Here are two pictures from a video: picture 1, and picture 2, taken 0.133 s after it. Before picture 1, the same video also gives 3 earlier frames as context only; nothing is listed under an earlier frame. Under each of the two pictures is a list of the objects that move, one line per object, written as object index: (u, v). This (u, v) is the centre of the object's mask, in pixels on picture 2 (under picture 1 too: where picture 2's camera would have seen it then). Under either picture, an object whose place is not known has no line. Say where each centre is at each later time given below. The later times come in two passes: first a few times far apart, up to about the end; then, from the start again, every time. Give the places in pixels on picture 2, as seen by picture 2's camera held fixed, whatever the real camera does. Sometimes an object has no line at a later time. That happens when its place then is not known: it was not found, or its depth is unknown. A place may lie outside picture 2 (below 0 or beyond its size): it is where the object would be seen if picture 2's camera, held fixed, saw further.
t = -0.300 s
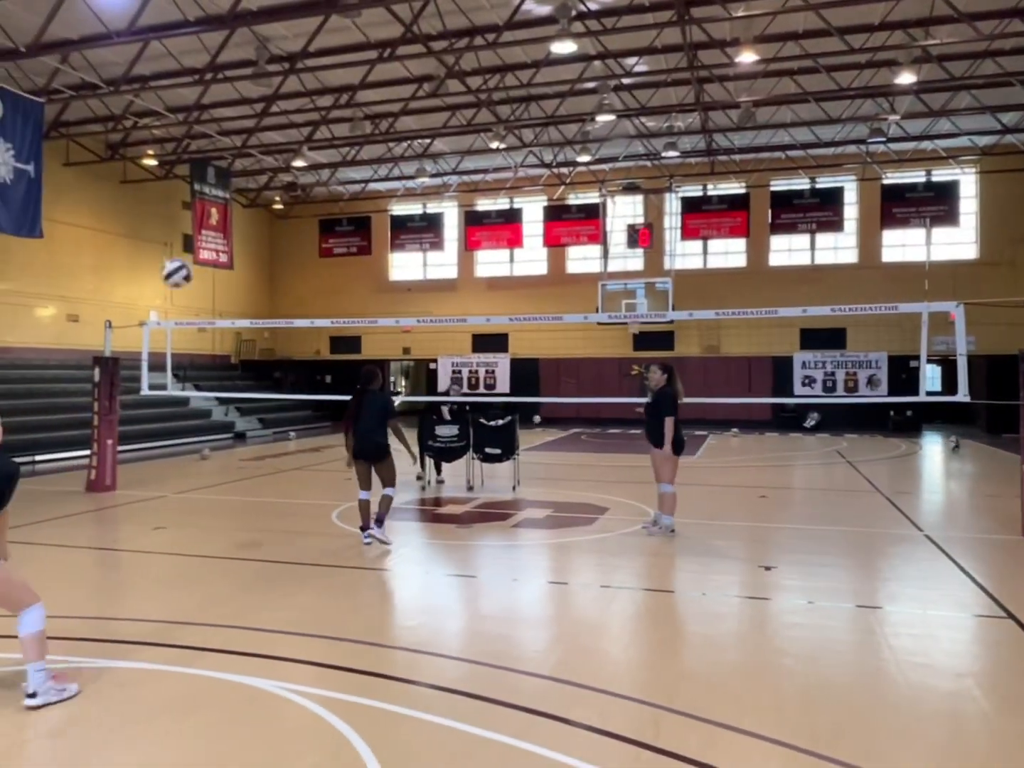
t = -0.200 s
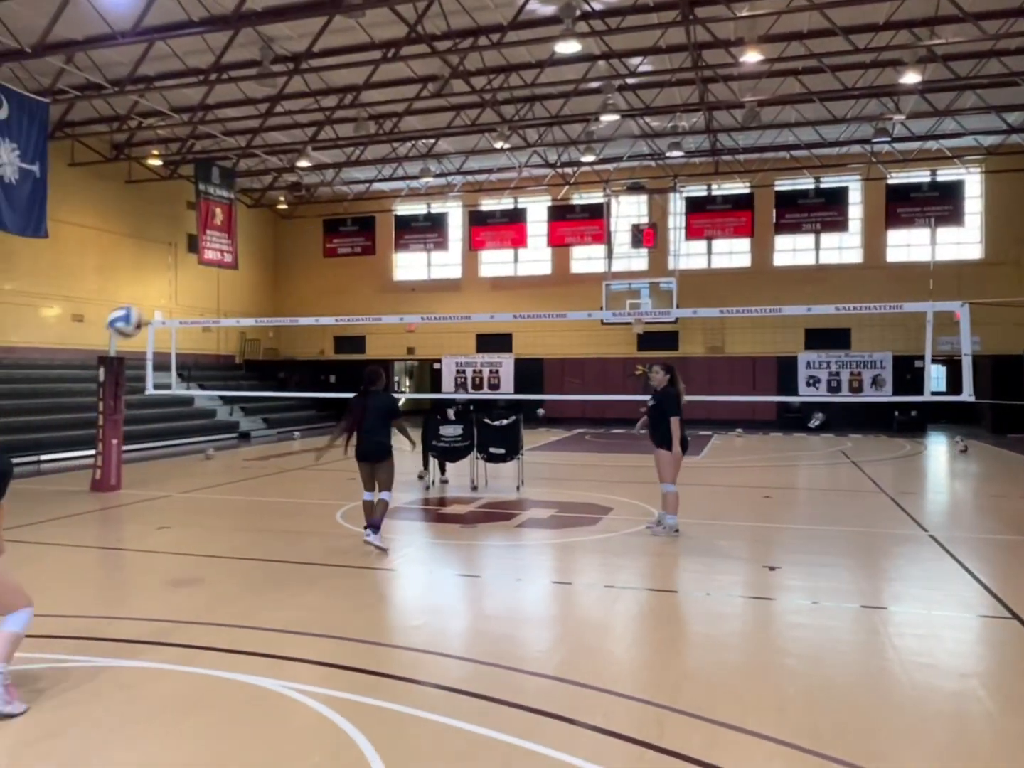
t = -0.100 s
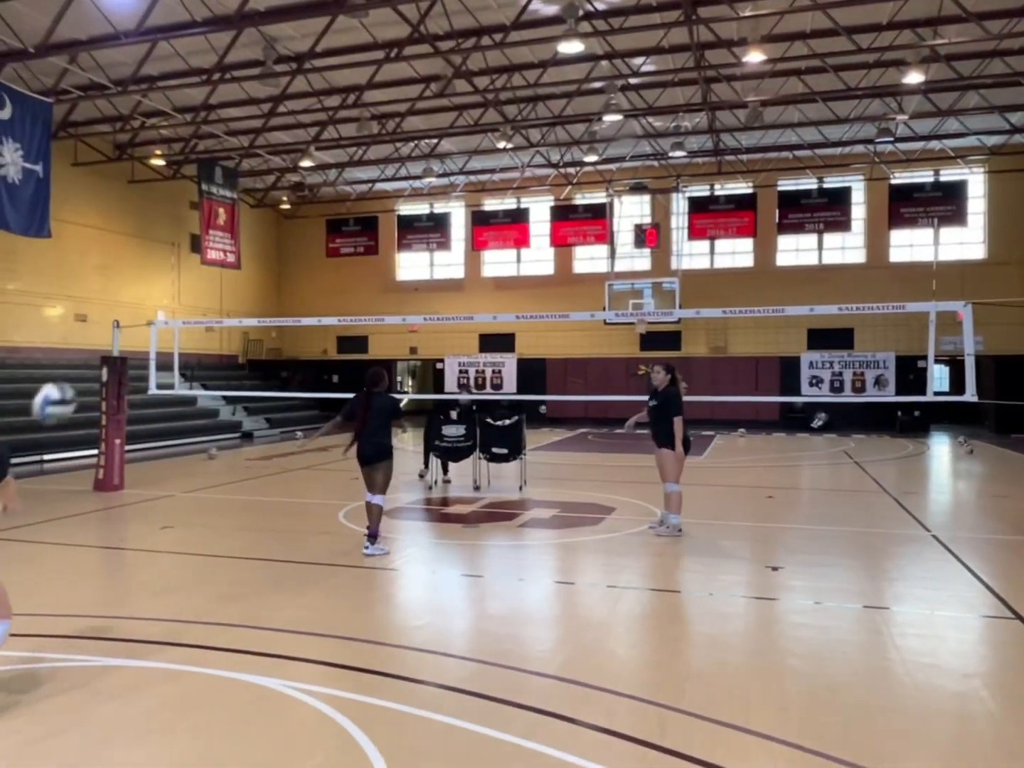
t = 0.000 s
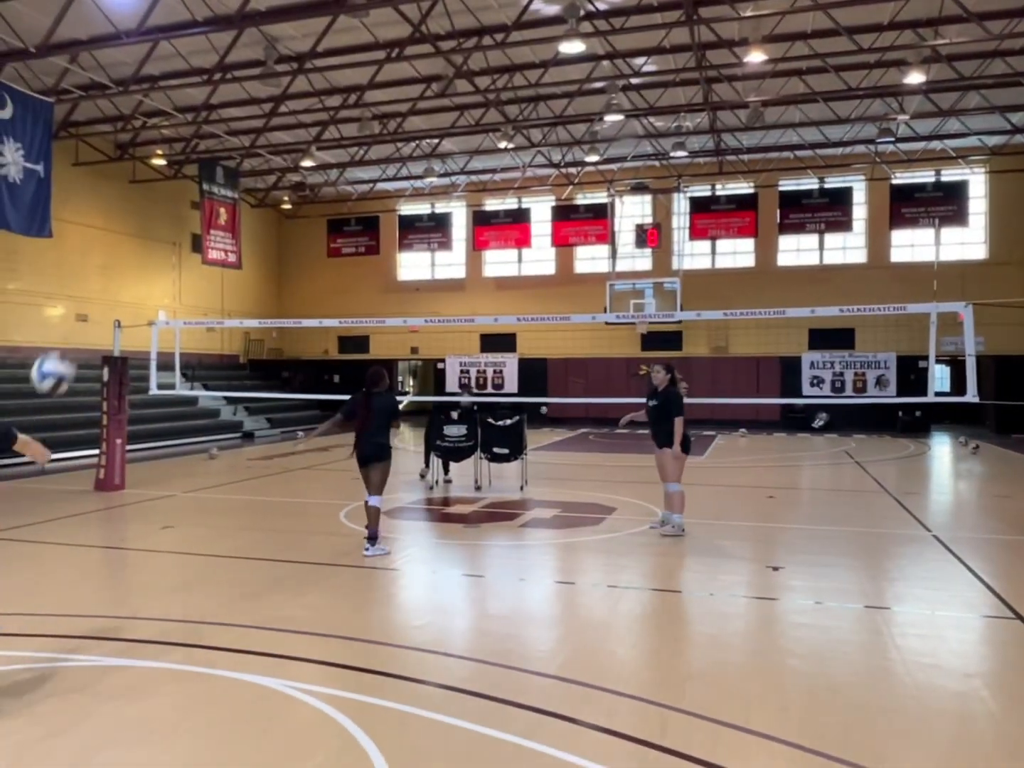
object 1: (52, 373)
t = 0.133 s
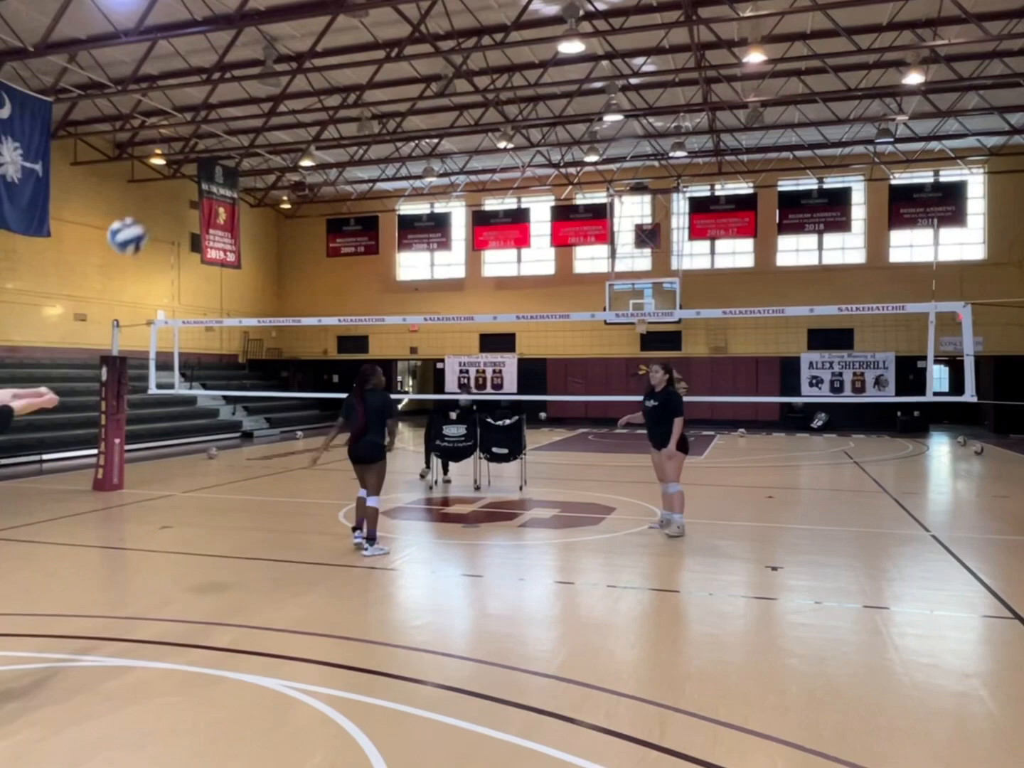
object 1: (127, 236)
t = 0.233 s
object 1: (174, 170)
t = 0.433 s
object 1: (254, 100)
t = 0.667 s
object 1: (328, 101)
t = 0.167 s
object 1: (143, 211)
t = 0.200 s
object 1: (159, 189)
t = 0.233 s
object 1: (174, 170)
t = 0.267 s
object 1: (189, 154)
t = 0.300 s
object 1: (203, 138)
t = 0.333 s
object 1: (217, 125)
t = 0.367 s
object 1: (228, 115)
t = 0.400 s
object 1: (242, 107)
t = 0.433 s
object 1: (254, 100)
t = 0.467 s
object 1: (266, 96)
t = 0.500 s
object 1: (276, 94)
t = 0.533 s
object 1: (288, 92)
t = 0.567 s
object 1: (299, 93)
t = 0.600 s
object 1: (309, 95)
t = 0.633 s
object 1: (319, 98)
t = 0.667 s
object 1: (328, 101)
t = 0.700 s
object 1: (336, 109)
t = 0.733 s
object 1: (345, 116)
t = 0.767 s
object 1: (353, 123)
